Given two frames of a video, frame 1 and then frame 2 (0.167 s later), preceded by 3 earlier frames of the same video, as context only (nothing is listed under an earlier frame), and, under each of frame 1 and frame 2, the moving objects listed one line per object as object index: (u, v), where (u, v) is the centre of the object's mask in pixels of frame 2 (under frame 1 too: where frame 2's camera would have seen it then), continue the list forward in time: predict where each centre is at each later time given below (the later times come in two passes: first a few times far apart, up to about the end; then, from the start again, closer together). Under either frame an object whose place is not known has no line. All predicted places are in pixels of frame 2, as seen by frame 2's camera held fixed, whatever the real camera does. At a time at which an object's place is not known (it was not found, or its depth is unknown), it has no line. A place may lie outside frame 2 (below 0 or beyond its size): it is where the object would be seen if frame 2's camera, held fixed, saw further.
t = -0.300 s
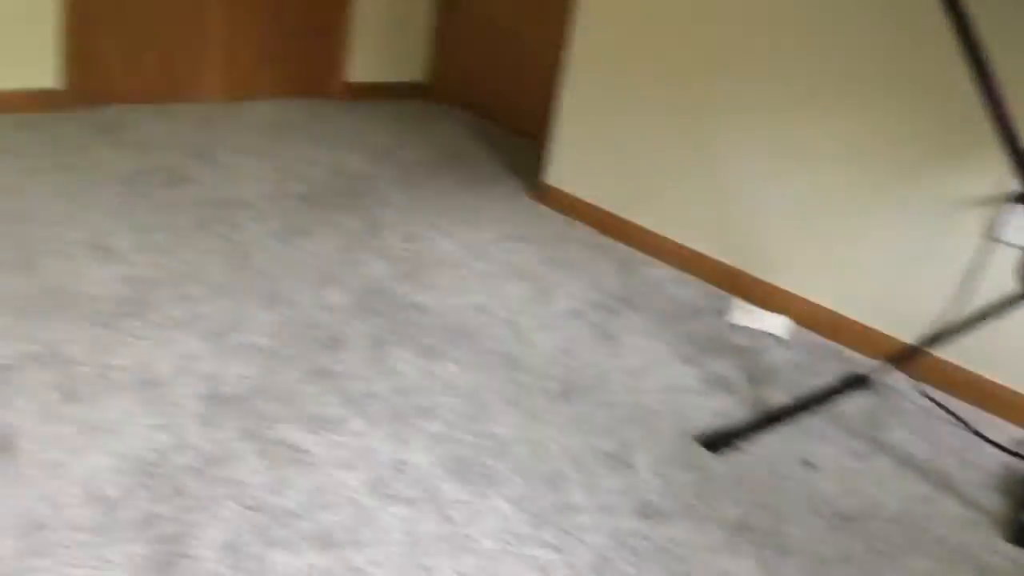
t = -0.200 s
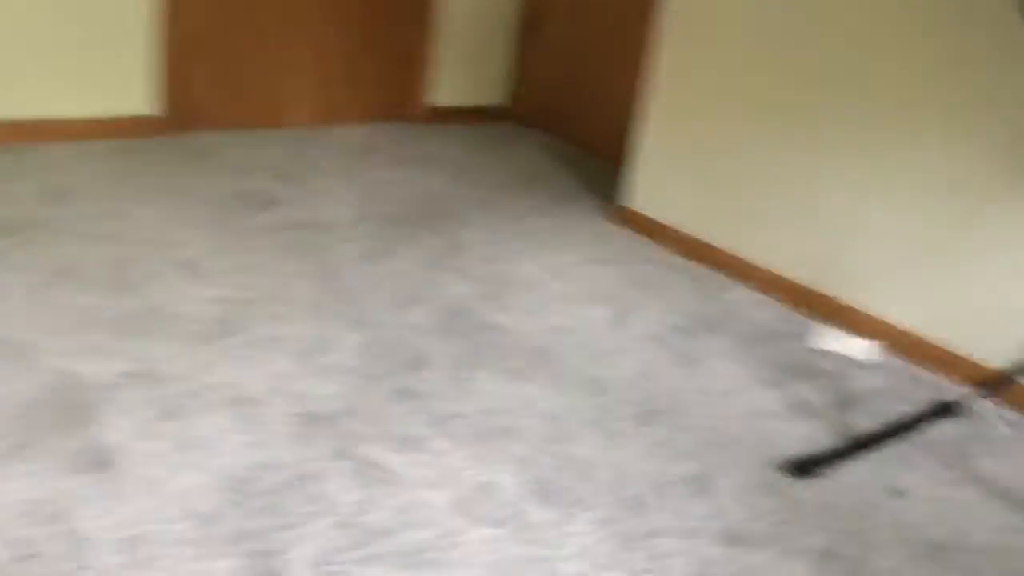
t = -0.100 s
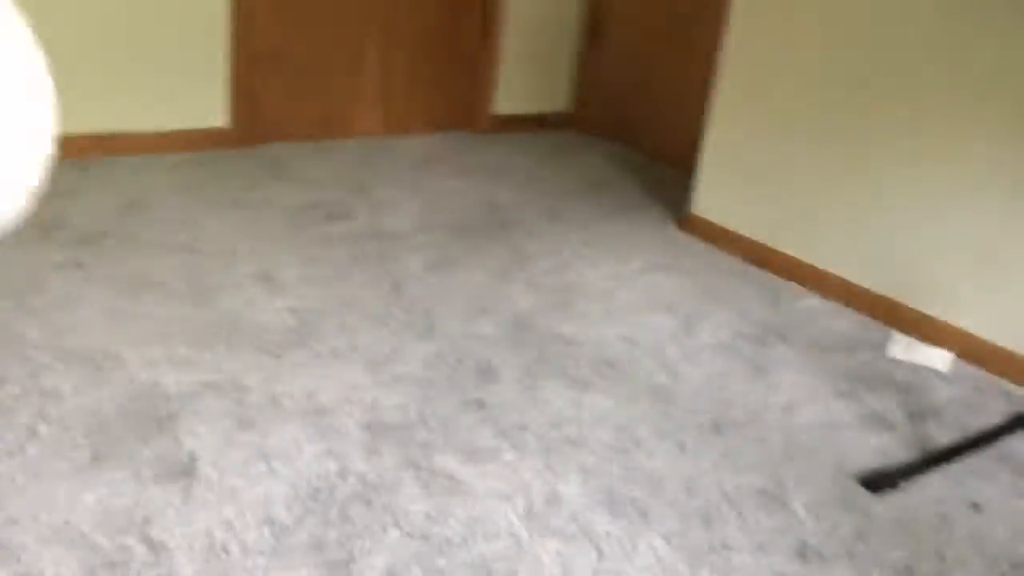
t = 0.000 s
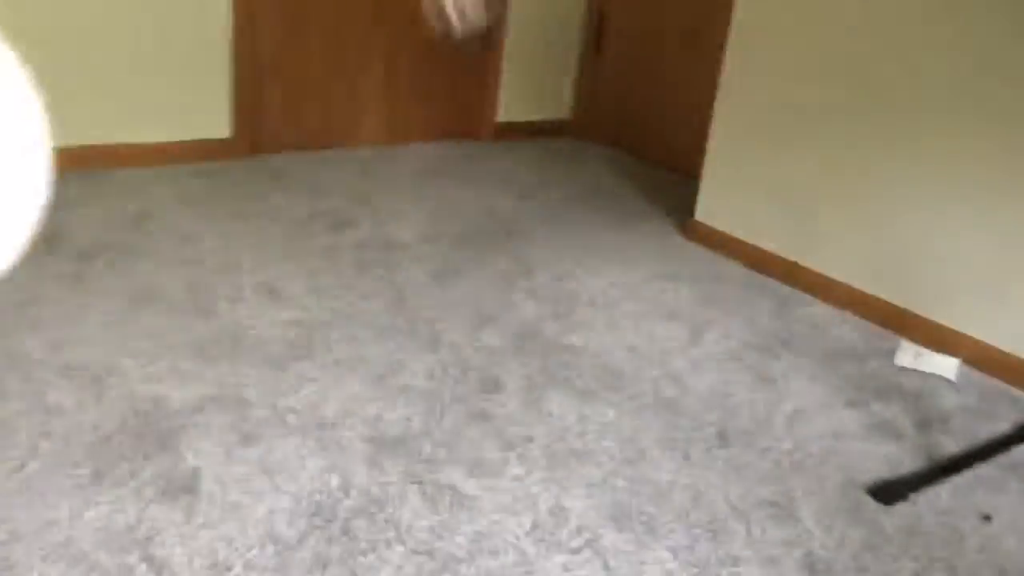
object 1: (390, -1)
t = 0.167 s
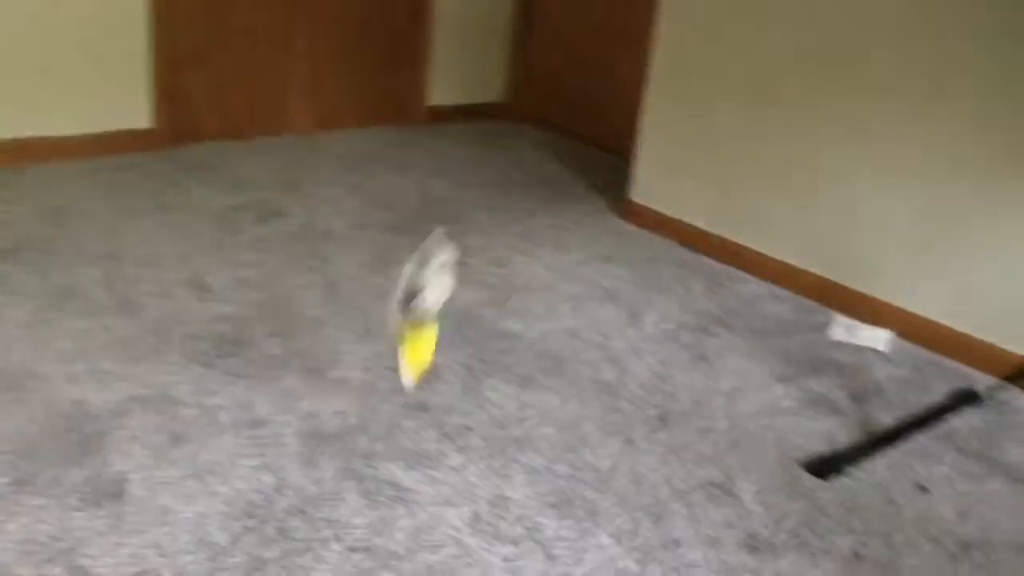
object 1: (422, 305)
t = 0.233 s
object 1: (432, 370)
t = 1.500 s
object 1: (448, 198)
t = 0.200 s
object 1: (420, 363)
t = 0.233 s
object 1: (432, 370)
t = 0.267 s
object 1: (461, 318)
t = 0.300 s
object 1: (482, 273)
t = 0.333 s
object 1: (509, 244)
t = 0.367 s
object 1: (539, 223)
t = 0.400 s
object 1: (559, 197)
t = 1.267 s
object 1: (448, 196)
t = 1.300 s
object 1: (446, 198)
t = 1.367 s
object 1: (445, 198)
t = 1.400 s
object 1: (446, 198)
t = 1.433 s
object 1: (447, 198)
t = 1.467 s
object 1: (448, 198)
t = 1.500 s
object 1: (448, 198)
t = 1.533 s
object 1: (448, 198)
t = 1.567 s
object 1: (449, 197)
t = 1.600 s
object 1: (448, 197)
